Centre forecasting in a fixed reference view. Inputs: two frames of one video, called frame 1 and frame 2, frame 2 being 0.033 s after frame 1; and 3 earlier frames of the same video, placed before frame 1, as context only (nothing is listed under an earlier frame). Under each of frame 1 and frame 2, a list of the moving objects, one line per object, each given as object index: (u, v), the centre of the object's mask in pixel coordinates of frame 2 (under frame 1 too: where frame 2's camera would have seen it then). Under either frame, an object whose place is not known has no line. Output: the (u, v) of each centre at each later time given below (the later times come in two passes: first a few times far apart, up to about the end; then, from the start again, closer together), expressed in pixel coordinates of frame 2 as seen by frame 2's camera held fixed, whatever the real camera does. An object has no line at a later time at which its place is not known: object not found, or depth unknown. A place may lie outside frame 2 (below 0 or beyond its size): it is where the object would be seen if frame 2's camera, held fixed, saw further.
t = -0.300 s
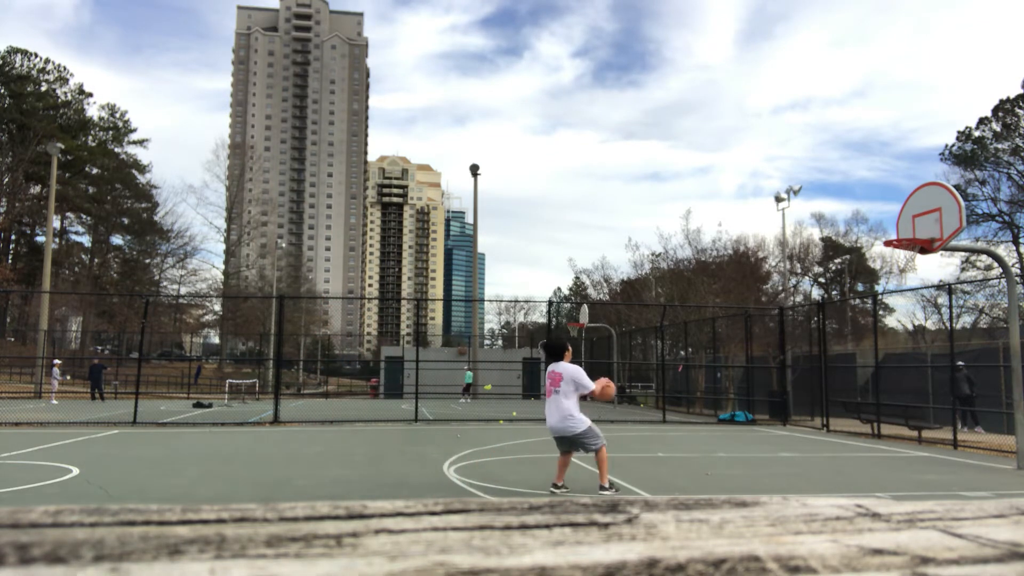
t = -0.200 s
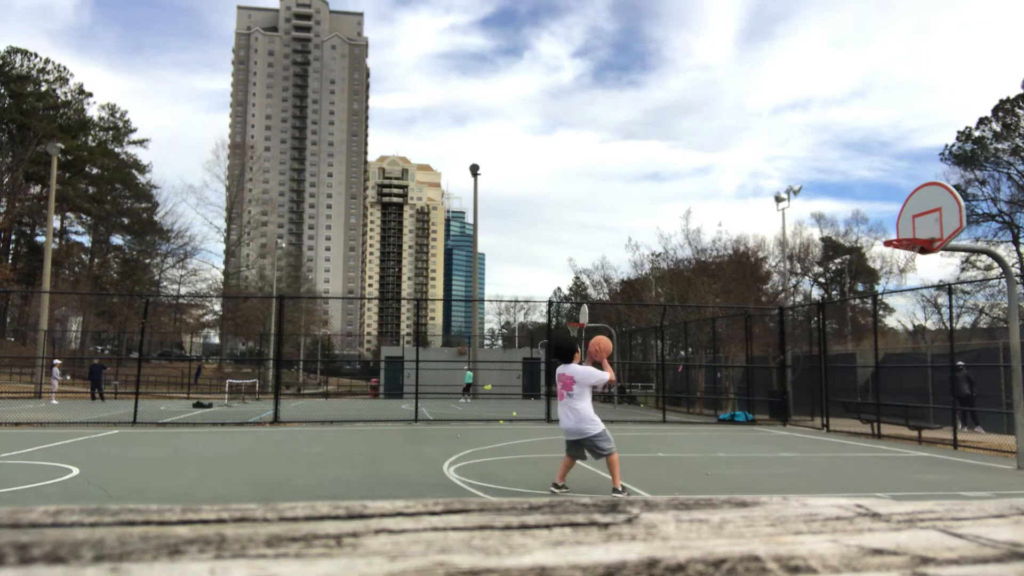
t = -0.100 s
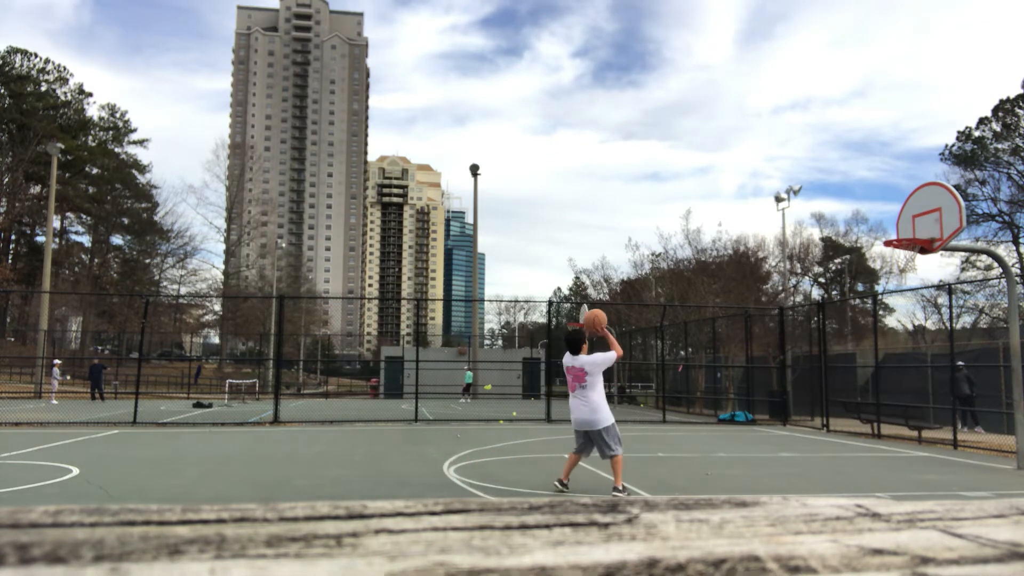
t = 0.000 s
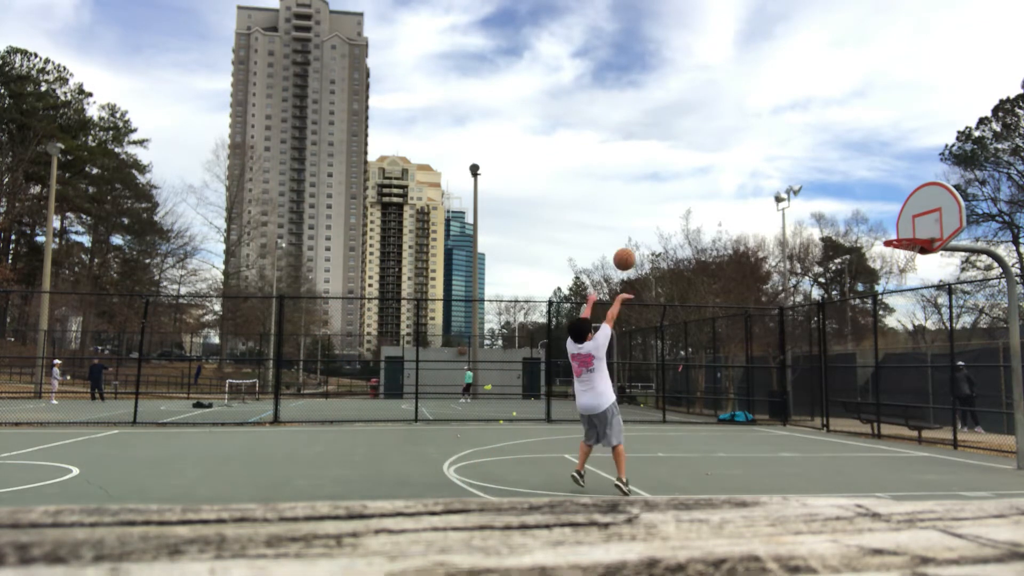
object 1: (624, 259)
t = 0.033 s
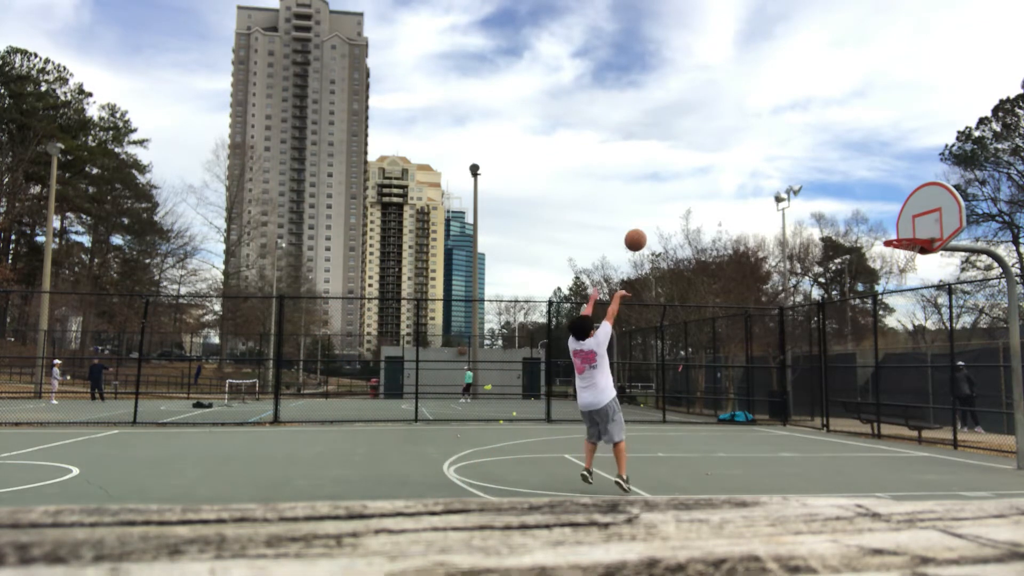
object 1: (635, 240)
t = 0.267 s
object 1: (707, 145)
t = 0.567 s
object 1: (786, 104)
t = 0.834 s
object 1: (846, 128)
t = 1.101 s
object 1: (900, 196)
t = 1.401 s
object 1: (870, 211)
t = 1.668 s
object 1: (808, 224)
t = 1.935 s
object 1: (747, 287)
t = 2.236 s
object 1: (683, 420)
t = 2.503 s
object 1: (623, 377)
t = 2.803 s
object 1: (556, 311)
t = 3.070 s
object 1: (498, 309)
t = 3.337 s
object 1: (440, 360)
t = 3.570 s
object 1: (388, 448)
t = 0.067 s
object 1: (647, 222)
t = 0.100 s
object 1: (657, 206)
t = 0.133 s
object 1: (668, 191)
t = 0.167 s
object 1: (678, 177)
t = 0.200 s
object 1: (688, 165)
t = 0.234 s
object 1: (698, 154)
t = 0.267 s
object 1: (707, 145)
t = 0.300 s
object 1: (717, 136)
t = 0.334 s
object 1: (726, 129)
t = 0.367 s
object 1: (735, 122)
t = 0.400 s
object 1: (744, 117)
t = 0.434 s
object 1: (752, 112)
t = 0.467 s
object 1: (761, 109)
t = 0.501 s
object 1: (769, 107)
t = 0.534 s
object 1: (778, 105)
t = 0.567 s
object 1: (786, 104)
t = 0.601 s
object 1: (794, 105)
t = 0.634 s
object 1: (801, 106)
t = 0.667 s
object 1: (809, 107)
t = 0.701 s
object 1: (817, 110)
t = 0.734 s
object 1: (824, 113)
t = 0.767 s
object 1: (831, 117)
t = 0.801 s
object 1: (839, 122)
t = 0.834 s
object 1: (846, 128)
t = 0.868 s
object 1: (853, 134)
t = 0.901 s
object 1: (860, 141)
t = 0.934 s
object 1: (867, 148)
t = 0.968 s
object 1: (874, 157)
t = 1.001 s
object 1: (881, 166)
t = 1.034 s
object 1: (887, 175)
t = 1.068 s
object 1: (894, 186)
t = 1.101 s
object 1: (900, 196)
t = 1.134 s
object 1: (907, 208)
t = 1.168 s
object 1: (913, 221)
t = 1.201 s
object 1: (920, 232)
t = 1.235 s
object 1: (911, 228)
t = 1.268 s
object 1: (903, 223)
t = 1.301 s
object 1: (895, 219)
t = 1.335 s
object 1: (886, 215)
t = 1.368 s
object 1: (878, 213)
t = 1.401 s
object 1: (870, 211)
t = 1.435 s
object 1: (862, 210)
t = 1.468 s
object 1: (855, 209)
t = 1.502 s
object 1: (847, 210)
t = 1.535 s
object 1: (839, 211)
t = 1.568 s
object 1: (831, 213)
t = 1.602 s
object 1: (823, 216)
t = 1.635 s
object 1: (815, 220)
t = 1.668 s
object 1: (808, 224)
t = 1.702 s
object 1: (800, 230)
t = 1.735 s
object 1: (793, 236)
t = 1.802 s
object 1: (777, 250)
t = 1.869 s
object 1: (762, 267)
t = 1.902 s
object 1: (755, 276)
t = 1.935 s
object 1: (747, 287)
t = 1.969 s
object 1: (740, 299)
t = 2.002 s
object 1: (732, 311)
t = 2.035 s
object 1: (725, 324)
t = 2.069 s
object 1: (718, 338)
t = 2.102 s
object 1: (711, 352)
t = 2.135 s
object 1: (704, 368)
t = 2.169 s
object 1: (697, 384)
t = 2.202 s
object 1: (690, 401)
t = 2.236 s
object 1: (683, 420)
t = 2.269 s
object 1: (676, 438)
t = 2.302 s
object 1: (669, 458)
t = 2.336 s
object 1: (662, 445)
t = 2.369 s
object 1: (654, 430)
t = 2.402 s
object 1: (646, 415)
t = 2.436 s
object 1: (638, 401)
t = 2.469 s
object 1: (631, 389)
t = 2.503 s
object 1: (623, 377)
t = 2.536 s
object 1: (615, 366)
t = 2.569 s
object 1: (608, 356)
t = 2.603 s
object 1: (600, 347)
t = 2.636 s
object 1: (593, 339)
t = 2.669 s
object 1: (585, 332)
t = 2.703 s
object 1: (578, 325)
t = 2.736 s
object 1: (571, 319)
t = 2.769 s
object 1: (564, 315)
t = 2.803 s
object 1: (556, 311)
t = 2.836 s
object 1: (549, 308)
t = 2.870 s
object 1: (542, 305)
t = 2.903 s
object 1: (534, 304)
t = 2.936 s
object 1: (527, 304)
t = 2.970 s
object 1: (520, 304)
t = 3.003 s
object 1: (512, 305)
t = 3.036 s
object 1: (506, 307)
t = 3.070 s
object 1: (498, 309)
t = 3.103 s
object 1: (491, 313)
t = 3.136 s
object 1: (483, 318)
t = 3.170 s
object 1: (476, 322)
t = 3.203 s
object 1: (469, 328)
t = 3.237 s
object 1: (462, 334)
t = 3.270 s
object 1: (455, 342)
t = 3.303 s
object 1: (447, 351)
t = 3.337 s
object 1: (440, 360)
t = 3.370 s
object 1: (433, 370)
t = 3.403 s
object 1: (425, 381)
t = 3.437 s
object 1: (418, 392)
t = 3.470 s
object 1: (410, 405)
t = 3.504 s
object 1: (402, 419)
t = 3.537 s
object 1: (395, 433)
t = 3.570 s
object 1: (388, 448)
